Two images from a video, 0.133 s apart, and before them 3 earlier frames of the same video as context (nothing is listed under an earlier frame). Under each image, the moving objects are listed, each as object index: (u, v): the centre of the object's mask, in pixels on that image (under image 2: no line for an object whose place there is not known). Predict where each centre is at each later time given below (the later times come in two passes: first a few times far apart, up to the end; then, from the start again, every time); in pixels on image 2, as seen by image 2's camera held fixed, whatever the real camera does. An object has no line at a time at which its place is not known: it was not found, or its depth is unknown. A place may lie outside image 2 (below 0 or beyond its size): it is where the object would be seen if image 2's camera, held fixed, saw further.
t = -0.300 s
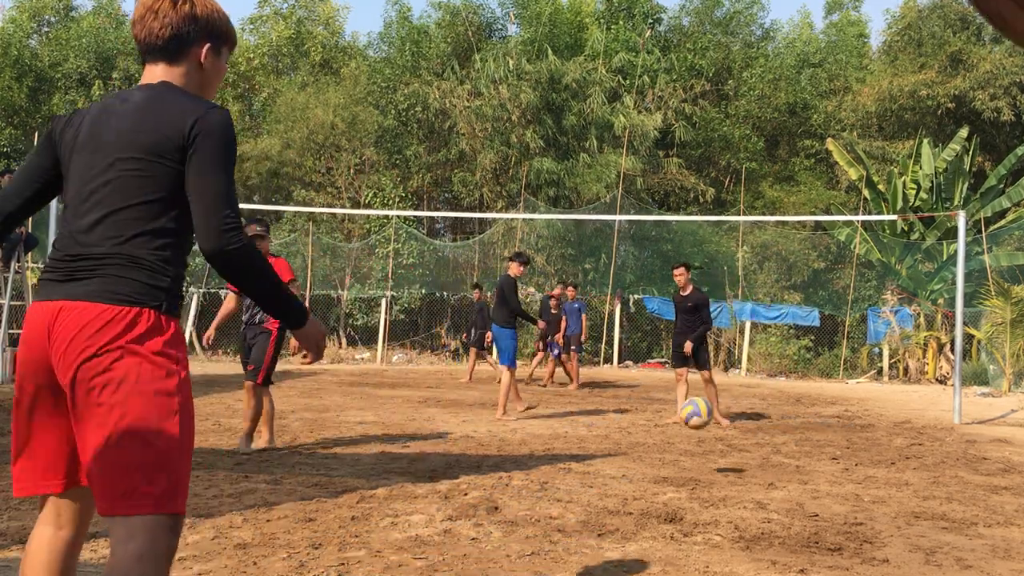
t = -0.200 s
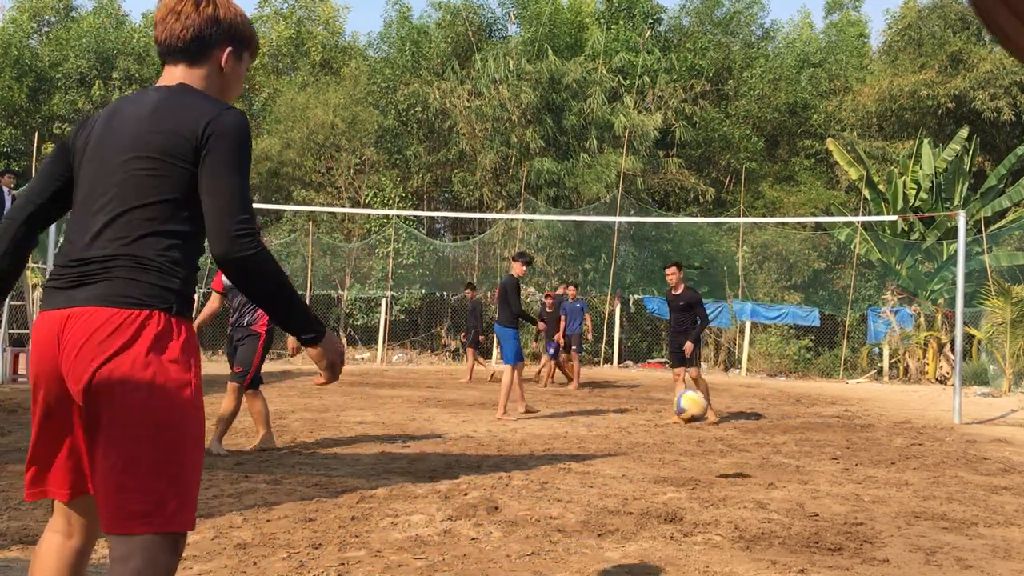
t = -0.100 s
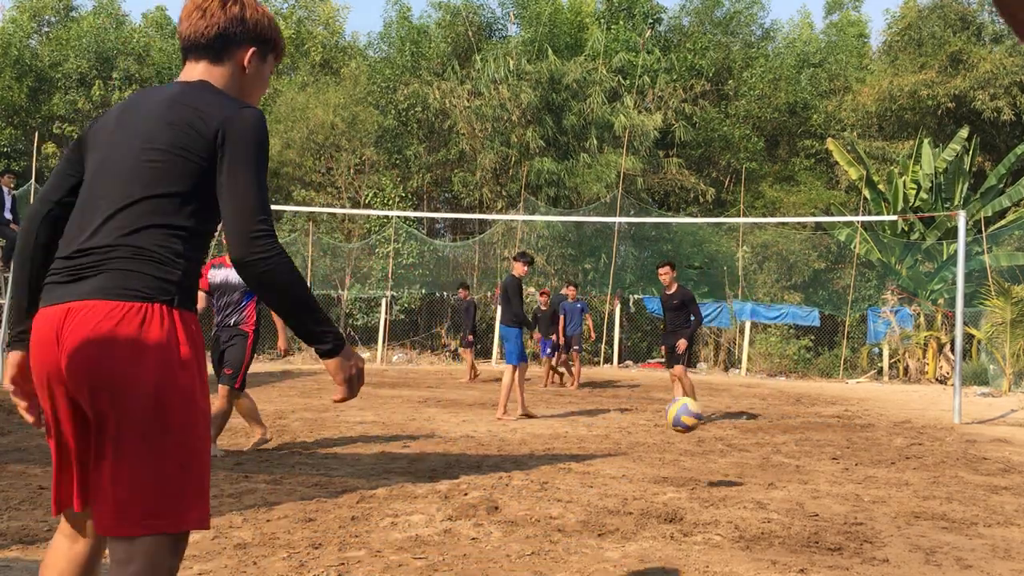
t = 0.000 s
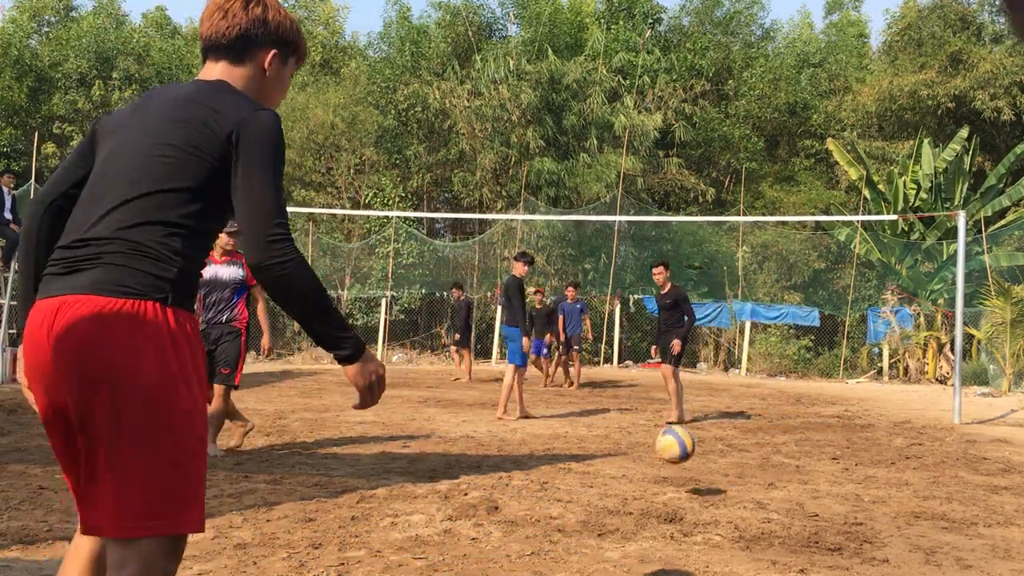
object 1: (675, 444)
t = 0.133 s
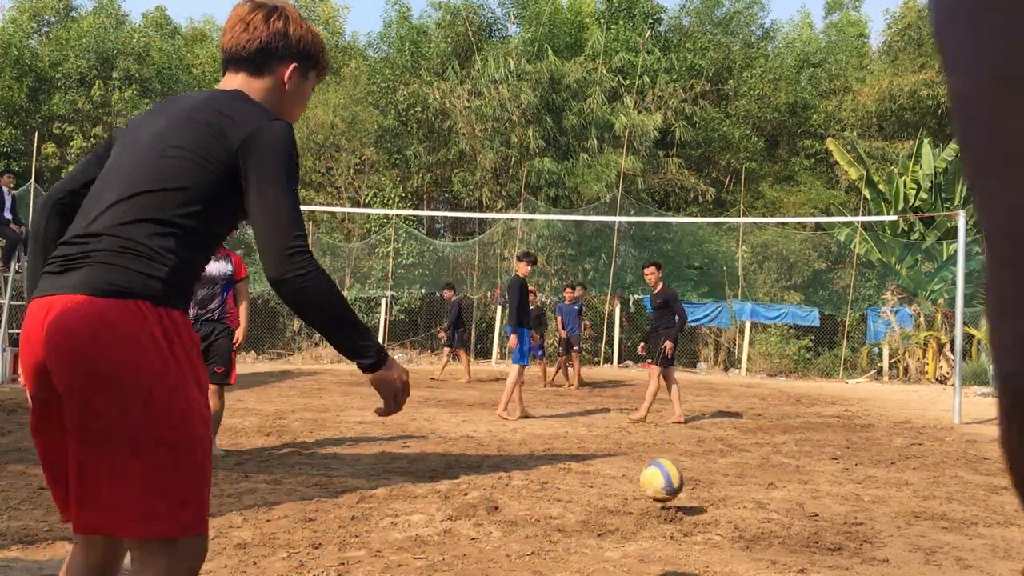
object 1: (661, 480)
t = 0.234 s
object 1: (648, 446)
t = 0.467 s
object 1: (607, 451)
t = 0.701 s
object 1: (550, 547)
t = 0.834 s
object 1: (504, 549)
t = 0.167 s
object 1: (658, 467)
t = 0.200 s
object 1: (652, 456)
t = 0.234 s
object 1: (648, 446)
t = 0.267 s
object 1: (642, 440)
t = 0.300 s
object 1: (637, 435)
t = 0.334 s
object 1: (632, 433)
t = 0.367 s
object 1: (626, 434)
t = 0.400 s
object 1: (620, 436)
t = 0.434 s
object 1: (613, 442)
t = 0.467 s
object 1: (607, 451)
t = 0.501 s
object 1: (599, 464)
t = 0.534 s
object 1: (593, 480)
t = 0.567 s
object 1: (585, 499)
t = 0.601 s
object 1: (577, 522)
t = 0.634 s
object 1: (568, 548)
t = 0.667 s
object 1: (559, 552)
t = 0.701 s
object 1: (550, 547)
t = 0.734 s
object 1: (539, 544)
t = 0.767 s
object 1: (528, 544)
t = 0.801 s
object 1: (516, 545)
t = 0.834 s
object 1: (504, 549)
